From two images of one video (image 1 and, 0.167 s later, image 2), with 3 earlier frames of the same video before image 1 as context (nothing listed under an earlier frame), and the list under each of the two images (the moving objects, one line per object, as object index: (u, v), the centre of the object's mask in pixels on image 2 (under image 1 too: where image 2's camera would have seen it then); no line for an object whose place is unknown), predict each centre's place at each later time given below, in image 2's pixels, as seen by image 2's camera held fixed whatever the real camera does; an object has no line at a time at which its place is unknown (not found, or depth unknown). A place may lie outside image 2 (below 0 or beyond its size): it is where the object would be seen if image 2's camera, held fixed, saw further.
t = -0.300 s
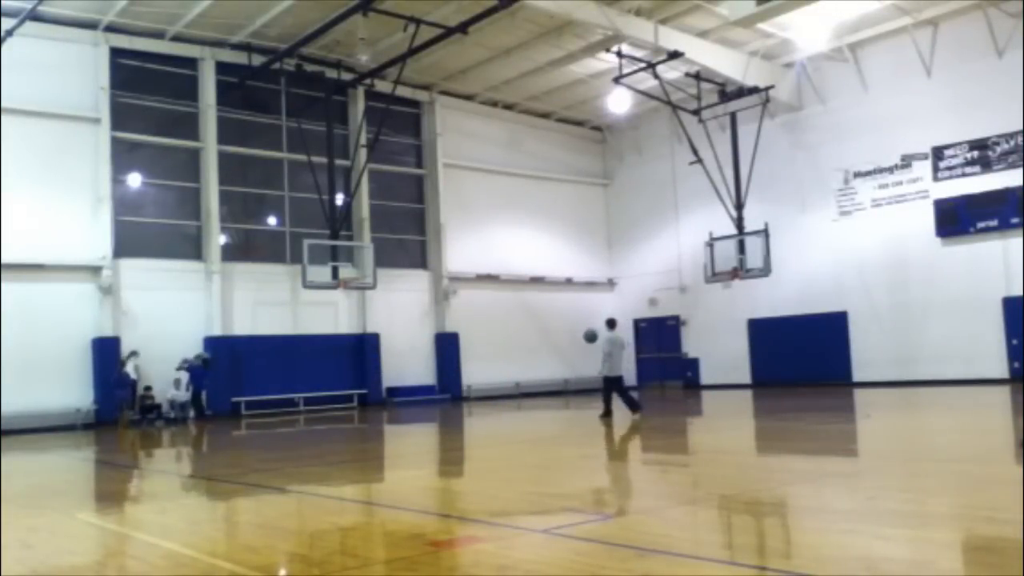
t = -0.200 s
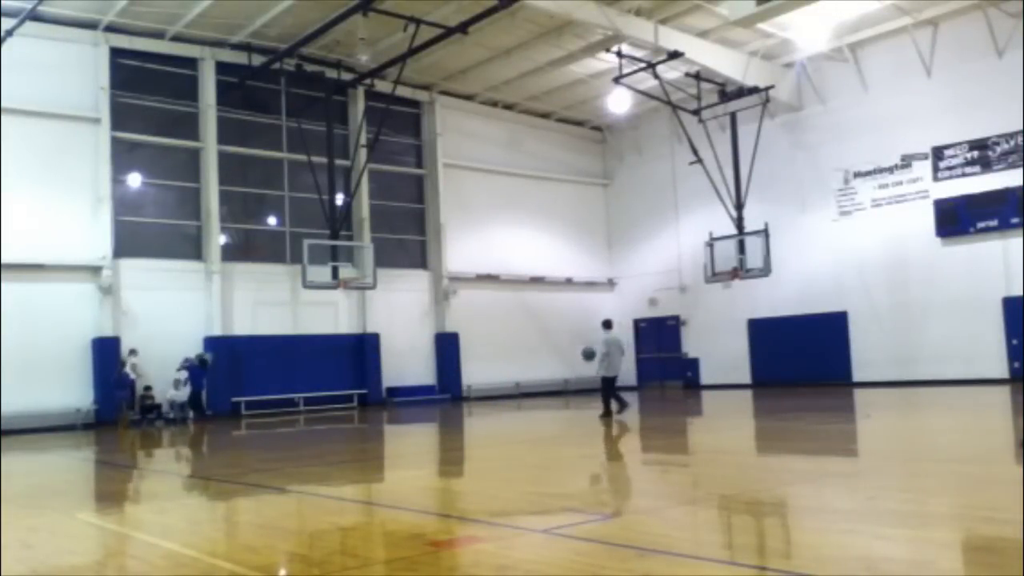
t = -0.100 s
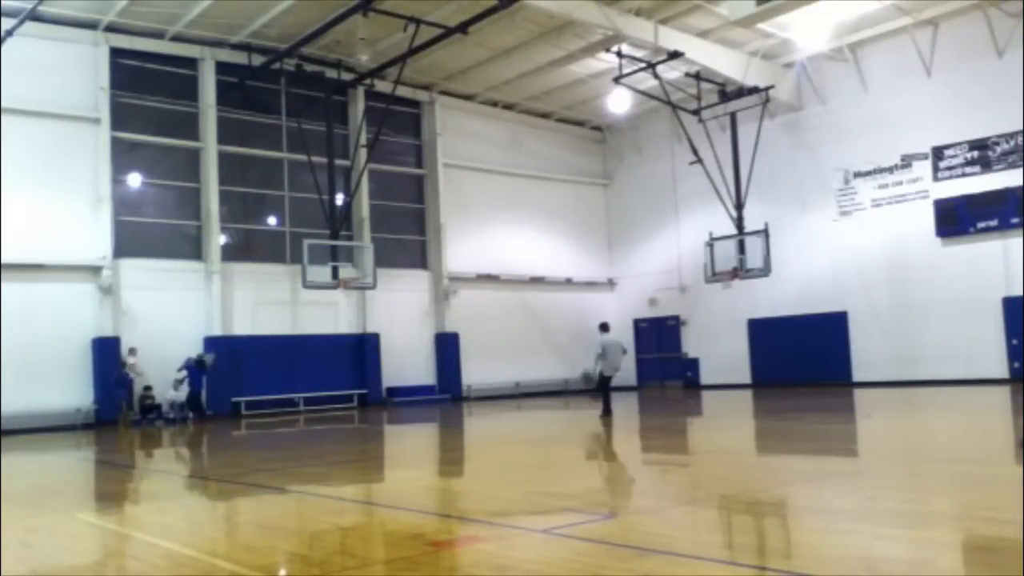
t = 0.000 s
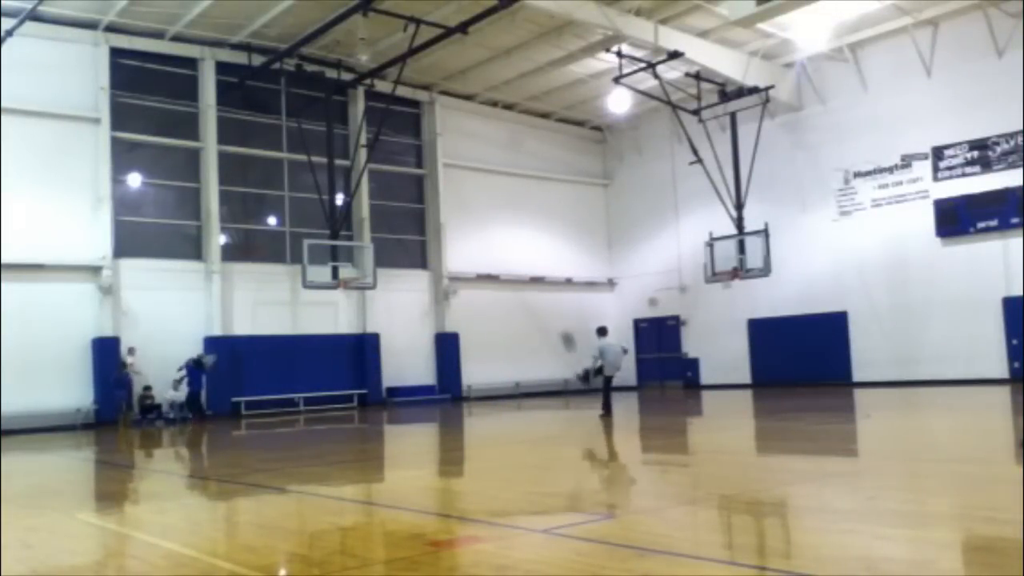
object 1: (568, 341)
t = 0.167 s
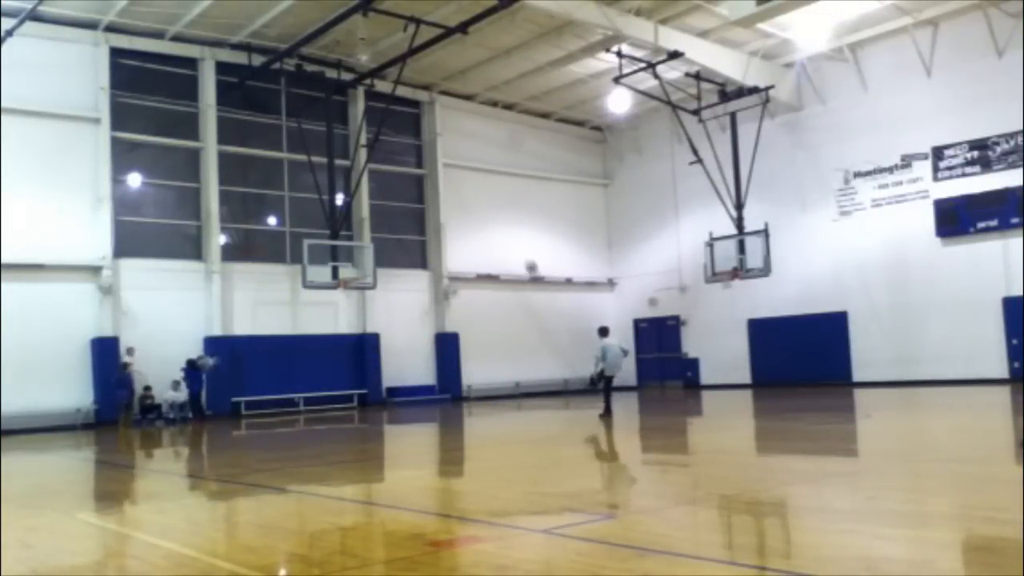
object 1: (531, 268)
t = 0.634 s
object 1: (450, 168)
